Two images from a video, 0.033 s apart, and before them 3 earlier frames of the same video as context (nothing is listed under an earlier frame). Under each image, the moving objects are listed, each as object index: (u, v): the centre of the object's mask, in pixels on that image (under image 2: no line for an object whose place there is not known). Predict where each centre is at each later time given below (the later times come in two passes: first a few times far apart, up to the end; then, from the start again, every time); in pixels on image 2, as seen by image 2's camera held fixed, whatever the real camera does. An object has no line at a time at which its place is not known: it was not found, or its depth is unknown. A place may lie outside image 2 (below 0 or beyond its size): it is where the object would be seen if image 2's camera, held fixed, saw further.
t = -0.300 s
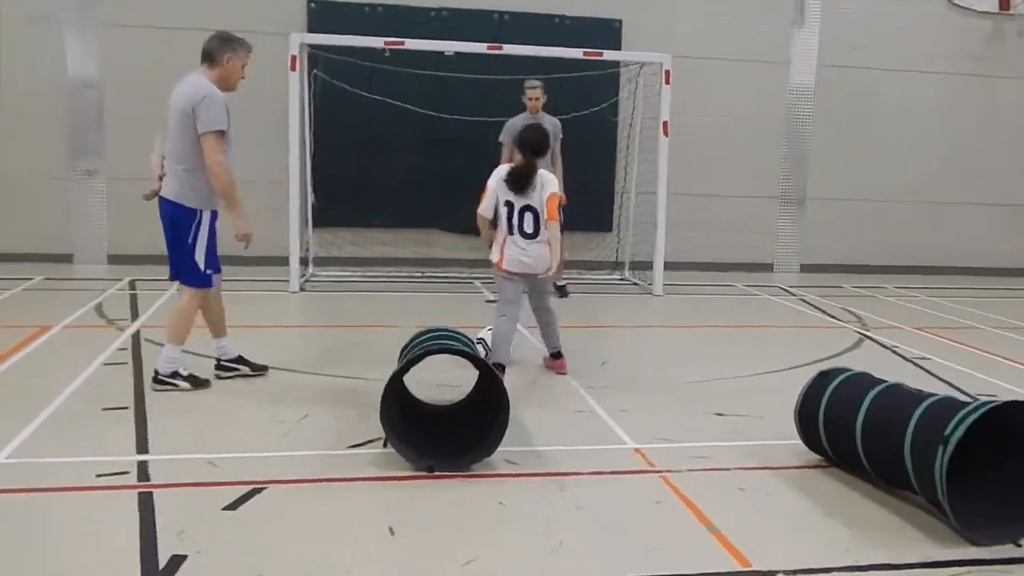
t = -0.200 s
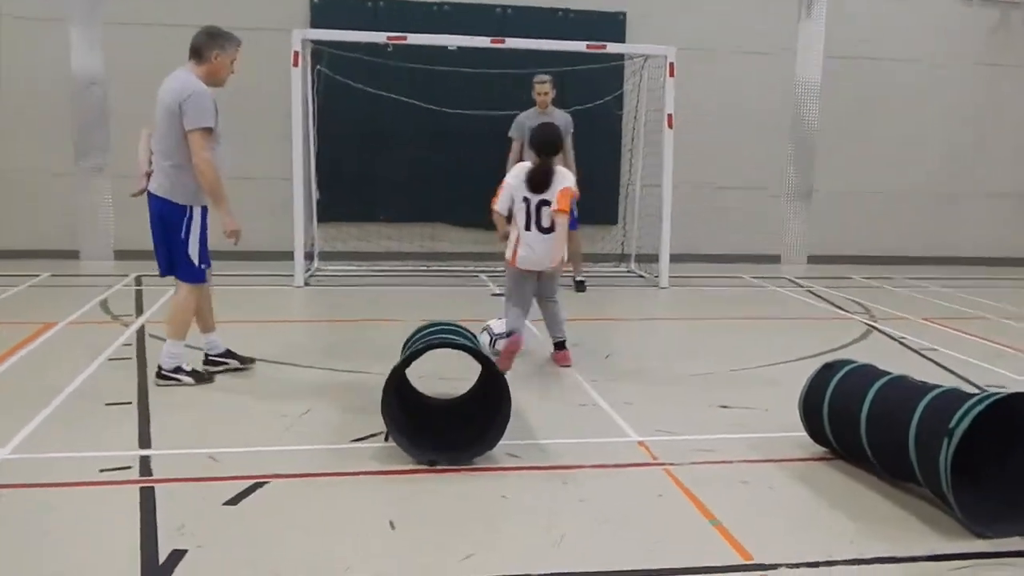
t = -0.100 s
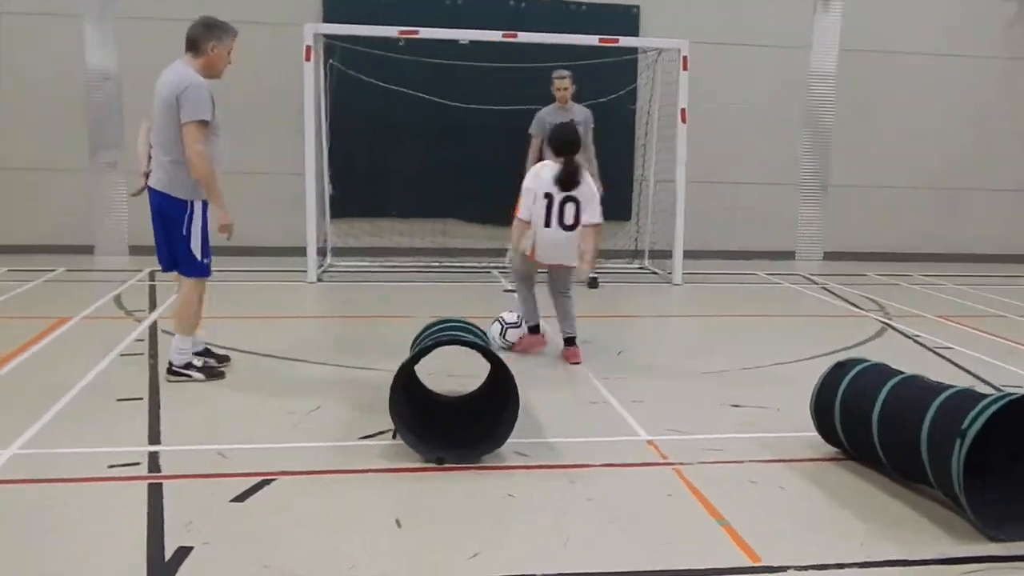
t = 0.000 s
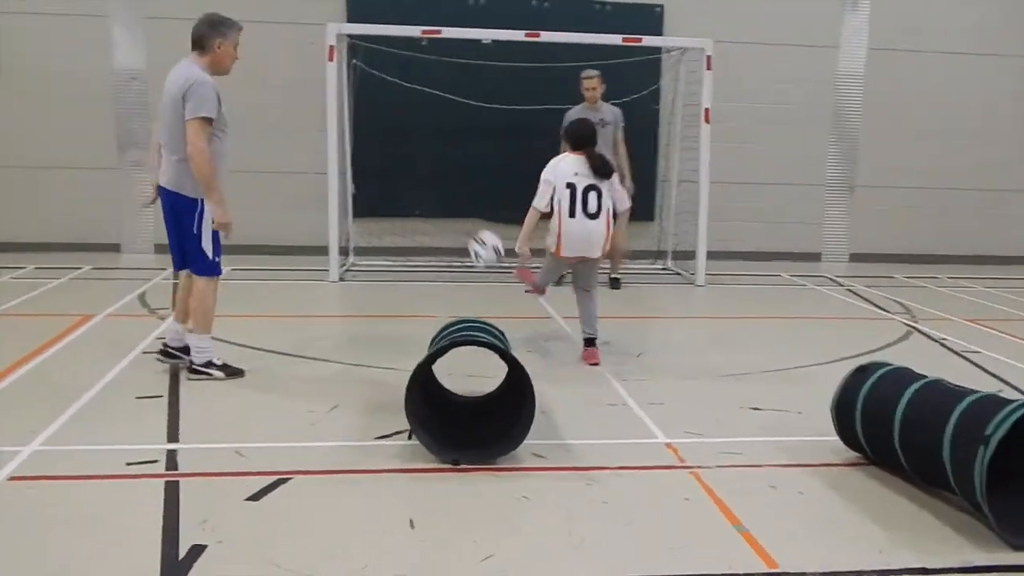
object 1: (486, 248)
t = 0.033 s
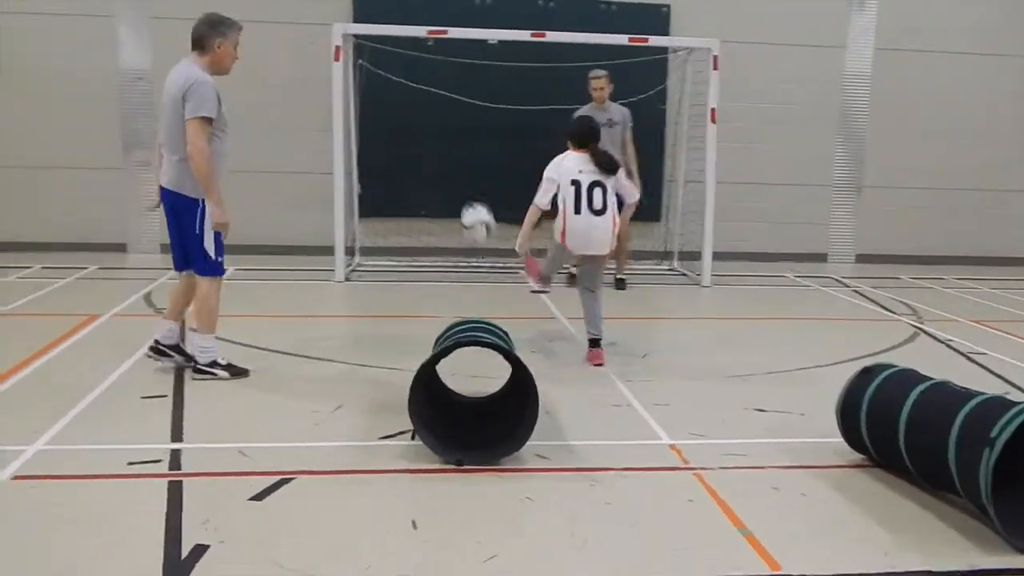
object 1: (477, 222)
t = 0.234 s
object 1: (403, 103)
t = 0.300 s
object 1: (380, 79)
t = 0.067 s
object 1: (463, 198)
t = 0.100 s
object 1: (451, 175)
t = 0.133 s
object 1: (439, 155)
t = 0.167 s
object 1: (427, 136)
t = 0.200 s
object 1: (415, 118)
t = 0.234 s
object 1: (403, 103)
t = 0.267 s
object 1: (391, 90)
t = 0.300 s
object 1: (380, 79)
